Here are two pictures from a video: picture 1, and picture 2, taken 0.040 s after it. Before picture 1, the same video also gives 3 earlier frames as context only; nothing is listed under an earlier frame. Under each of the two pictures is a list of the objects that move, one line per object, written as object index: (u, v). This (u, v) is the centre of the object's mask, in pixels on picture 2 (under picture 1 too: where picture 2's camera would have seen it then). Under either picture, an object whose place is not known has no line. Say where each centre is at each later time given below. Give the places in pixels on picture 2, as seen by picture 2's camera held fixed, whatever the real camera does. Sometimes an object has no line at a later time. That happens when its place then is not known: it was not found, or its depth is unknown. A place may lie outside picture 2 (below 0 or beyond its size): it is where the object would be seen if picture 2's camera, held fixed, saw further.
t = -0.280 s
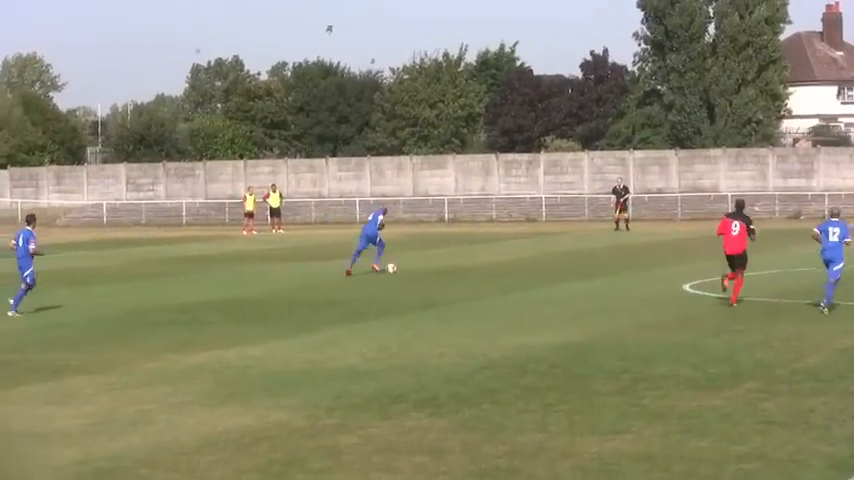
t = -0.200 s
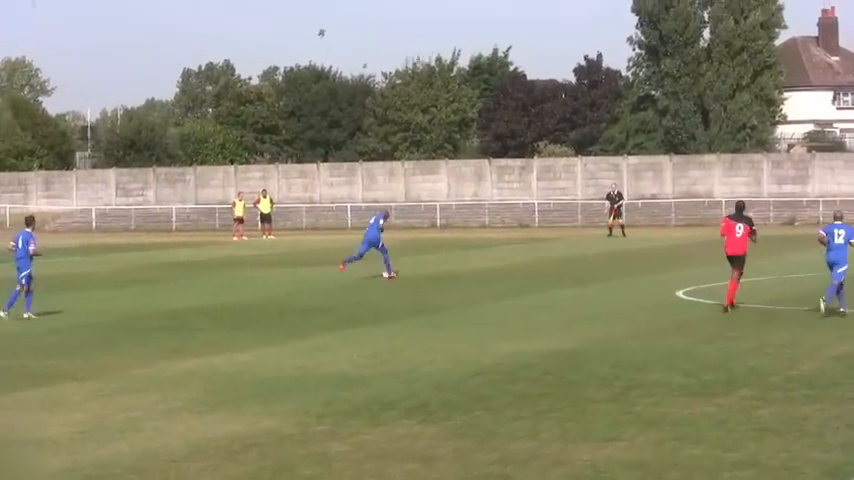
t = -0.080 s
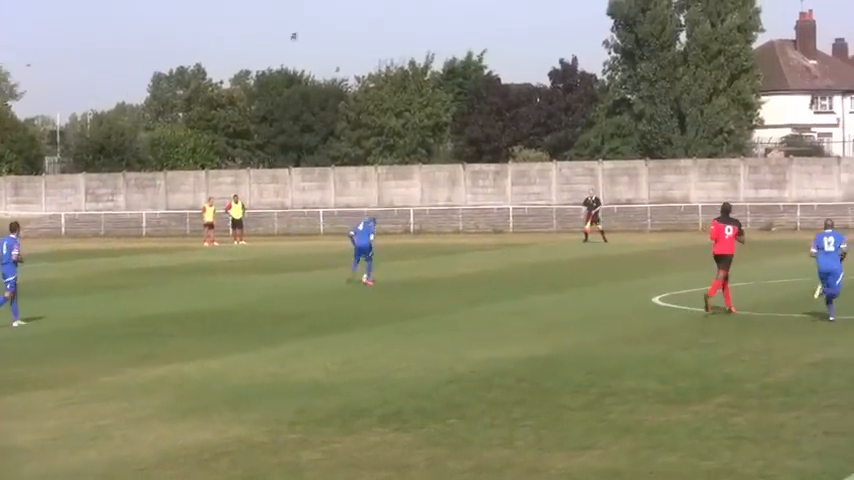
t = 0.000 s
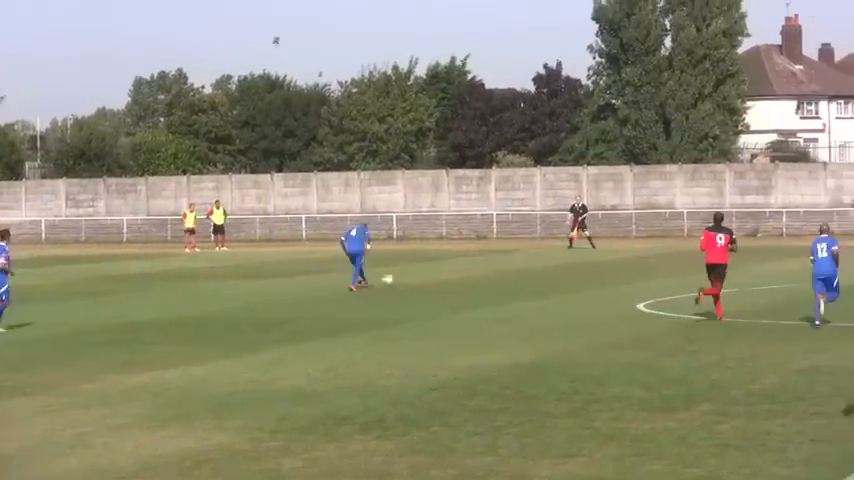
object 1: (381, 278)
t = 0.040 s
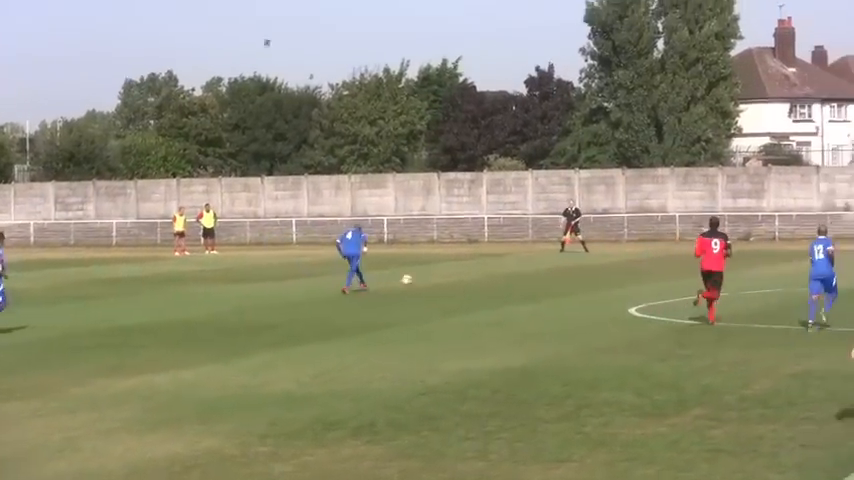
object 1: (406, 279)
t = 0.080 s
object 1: (429, 276)
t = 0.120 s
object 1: (453, 275)
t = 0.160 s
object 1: (474, 273)
